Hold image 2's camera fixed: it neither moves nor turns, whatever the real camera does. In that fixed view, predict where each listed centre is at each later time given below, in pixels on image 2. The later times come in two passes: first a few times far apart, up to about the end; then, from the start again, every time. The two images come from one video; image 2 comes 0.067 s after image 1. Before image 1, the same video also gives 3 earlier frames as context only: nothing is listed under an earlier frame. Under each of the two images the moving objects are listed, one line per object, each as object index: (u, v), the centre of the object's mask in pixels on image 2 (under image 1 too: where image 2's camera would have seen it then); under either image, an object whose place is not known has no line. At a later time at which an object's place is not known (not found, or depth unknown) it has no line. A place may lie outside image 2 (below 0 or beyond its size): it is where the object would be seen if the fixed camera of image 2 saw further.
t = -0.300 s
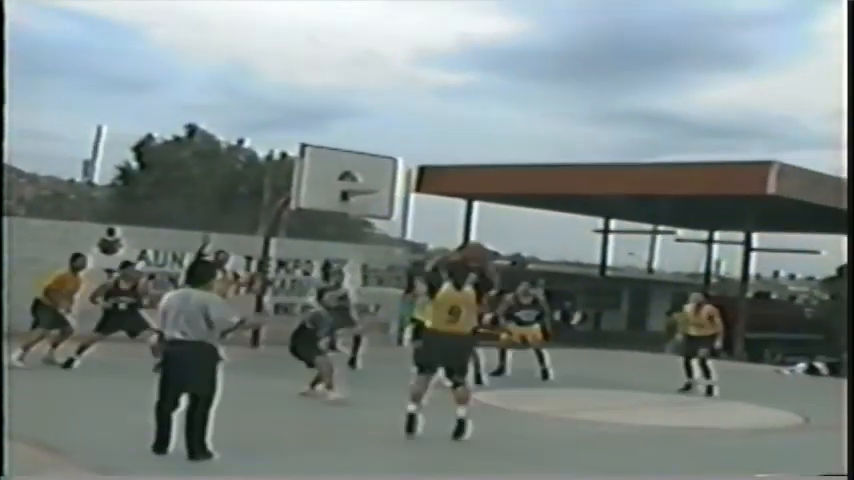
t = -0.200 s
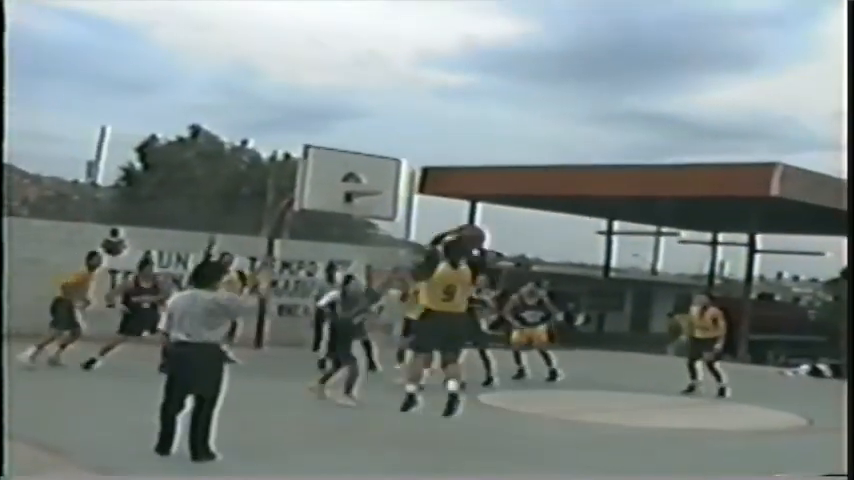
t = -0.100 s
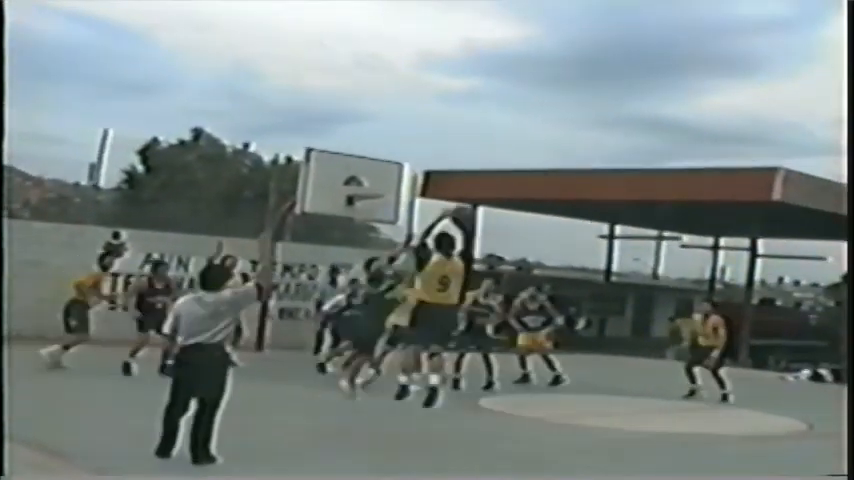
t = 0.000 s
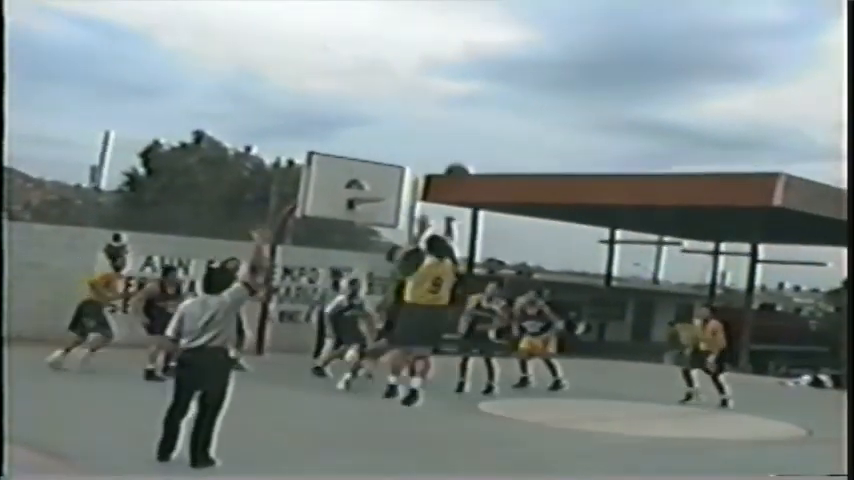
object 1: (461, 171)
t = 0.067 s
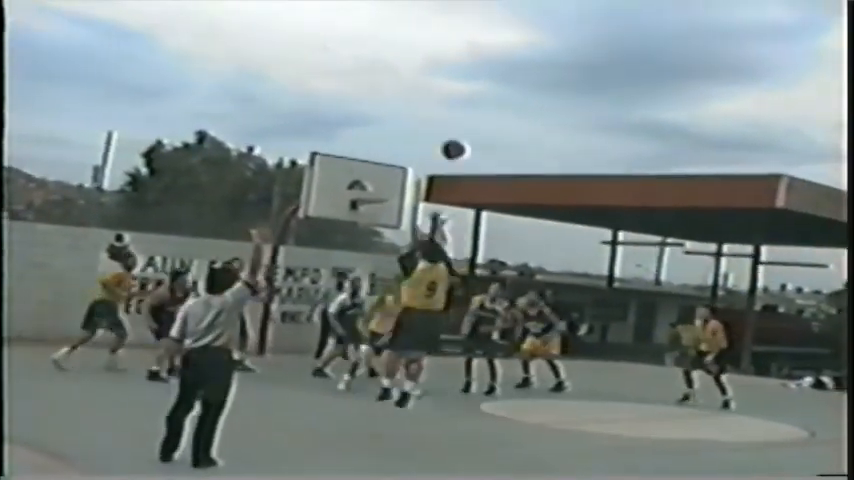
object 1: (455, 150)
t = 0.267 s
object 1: (438, 107)
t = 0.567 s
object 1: (411, 103)
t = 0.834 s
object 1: (386, 142)
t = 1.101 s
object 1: (372, 202)
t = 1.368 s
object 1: (368, 209)
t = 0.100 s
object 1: (453, 139)
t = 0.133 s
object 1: (449, 131)
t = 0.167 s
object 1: (447, 123)
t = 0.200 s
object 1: (444, 117)
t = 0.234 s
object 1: (442, 111)
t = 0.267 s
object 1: (438, 107)
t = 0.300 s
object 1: (435, 103)
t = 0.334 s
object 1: (432, 101)
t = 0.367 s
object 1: (430, 99)
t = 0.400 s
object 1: (427, 98)
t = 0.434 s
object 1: (425, 98)
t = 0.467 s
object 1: (421, 98)
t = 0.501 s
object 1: (418, 99)
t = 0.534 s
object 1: (413, 101)
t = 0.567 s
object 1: (411, 103)
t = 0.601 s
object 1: (408, 106)
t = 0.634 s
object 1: (404, 110)
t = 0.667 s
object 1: (401, 114)
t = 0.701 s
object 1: (398, 118)
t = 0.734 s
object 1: (395, 123)
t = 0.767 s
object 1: (392, 129)
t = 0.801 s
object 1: (389, 135)
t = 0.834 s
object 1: (386, 142)
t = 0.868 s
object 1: (384, 148)
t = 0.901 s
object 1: (381, 156)
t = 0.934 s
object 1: (376, 163)
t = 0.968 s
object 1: (373, 172)
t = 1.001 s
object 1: (370, 181)
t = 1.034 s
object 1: (367, 189)
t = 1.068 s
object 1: (364, 195)
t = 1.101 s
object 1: (372, 202)
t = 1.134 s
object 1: (378, 206)
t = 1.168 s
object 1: (380, 209)
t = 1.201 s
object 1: (382, 211)
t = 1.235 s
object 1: (381, 211)
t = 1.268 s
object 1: (378, 210)
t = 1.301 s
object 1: (375, 209)
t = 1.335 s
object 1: (372, 209)
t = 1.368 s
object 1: (368, 209)
